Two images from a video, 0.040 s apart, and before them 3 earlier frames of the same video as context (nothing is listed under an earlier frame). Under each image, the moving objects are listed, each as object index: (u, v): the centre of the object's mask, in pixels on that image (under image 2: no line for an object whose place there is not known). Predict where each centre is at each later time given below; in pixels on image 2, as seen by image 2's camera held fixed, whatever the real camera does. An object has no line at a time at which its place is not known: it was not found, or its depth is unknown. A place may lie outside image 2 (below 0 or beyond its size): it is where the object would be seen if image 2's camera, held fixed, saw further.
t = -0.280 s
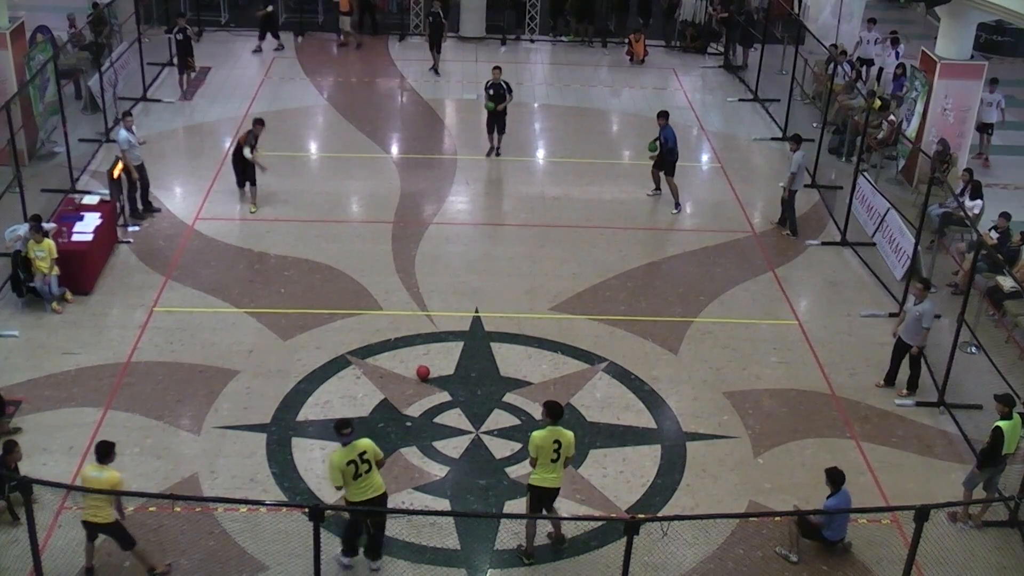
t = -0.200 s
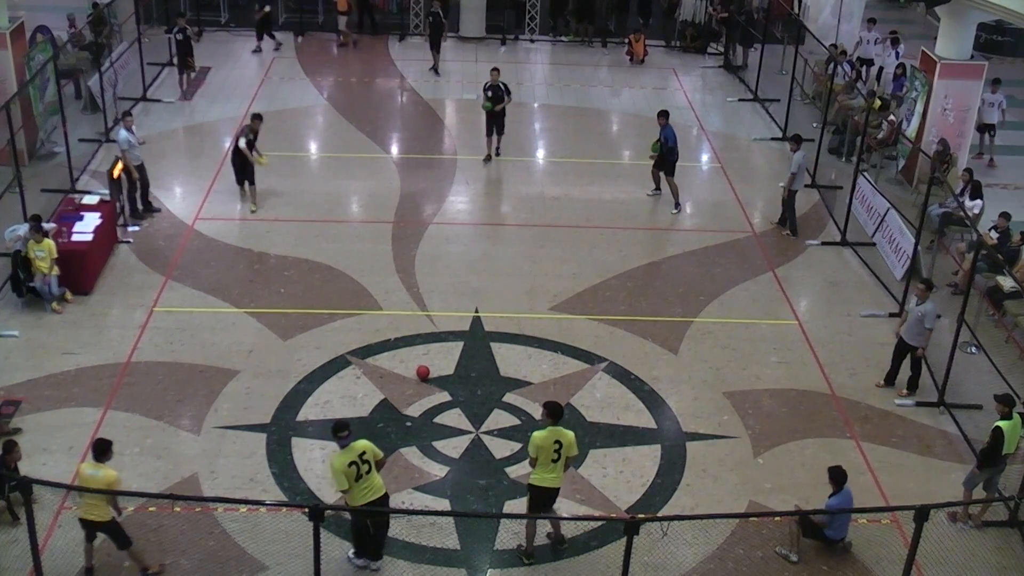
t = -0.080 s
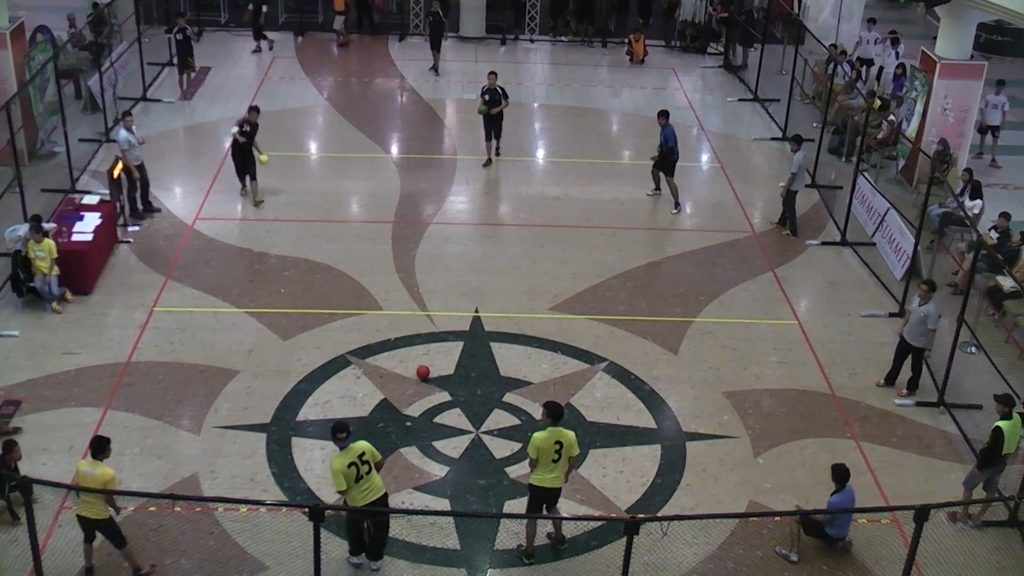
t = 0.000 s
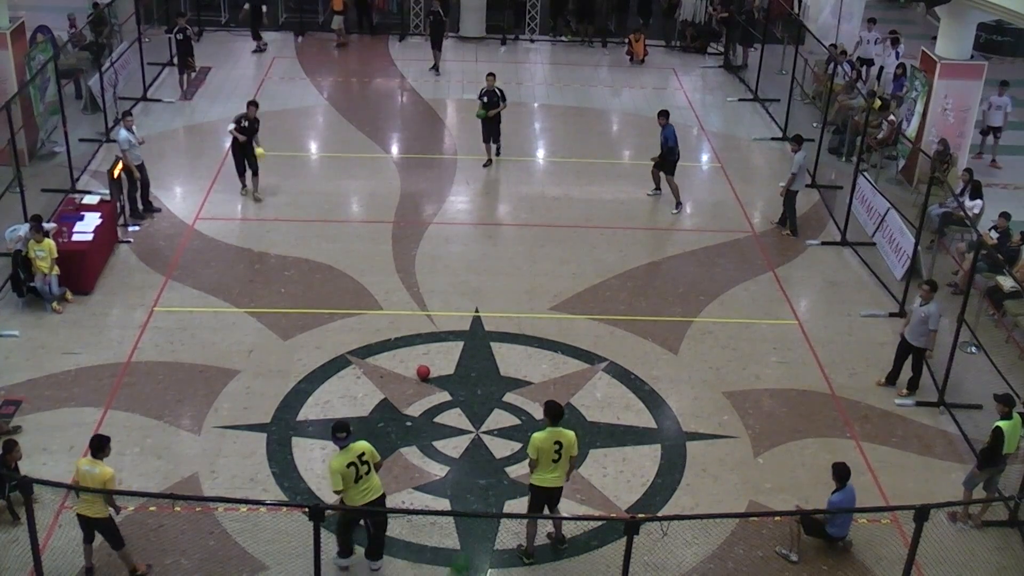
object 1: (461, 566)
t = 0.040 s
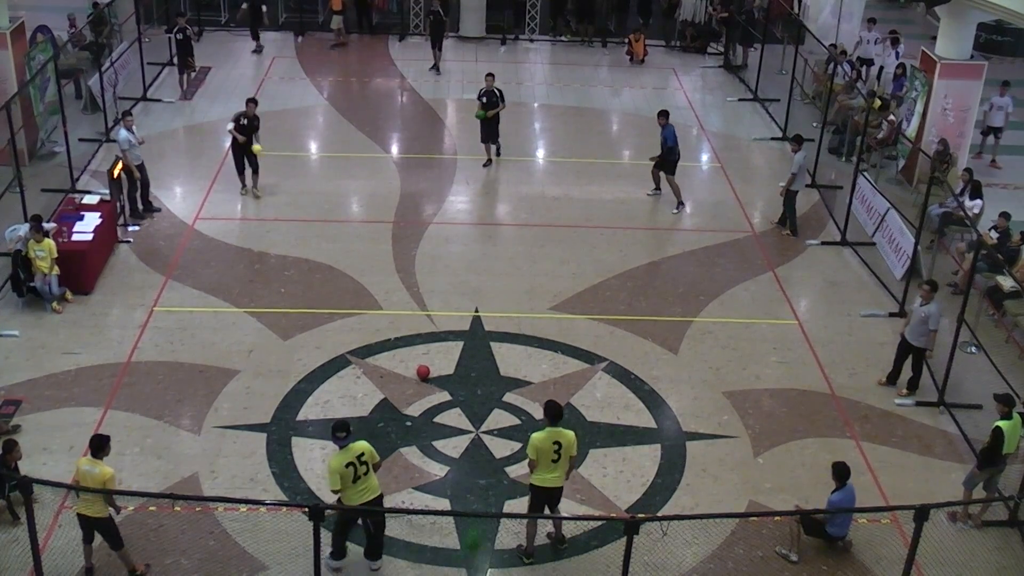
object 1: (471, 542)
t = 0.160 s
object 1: (509, 467)
